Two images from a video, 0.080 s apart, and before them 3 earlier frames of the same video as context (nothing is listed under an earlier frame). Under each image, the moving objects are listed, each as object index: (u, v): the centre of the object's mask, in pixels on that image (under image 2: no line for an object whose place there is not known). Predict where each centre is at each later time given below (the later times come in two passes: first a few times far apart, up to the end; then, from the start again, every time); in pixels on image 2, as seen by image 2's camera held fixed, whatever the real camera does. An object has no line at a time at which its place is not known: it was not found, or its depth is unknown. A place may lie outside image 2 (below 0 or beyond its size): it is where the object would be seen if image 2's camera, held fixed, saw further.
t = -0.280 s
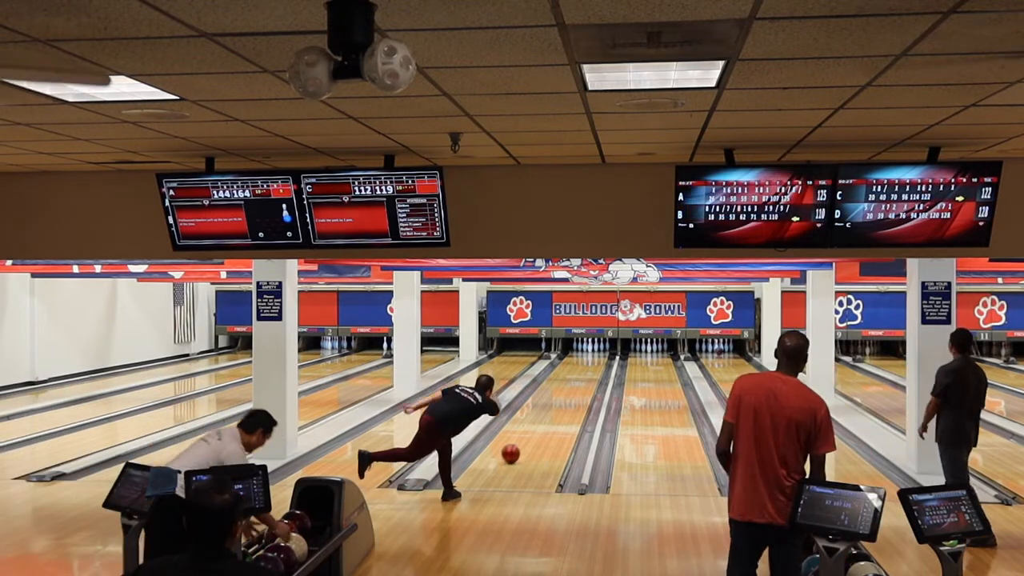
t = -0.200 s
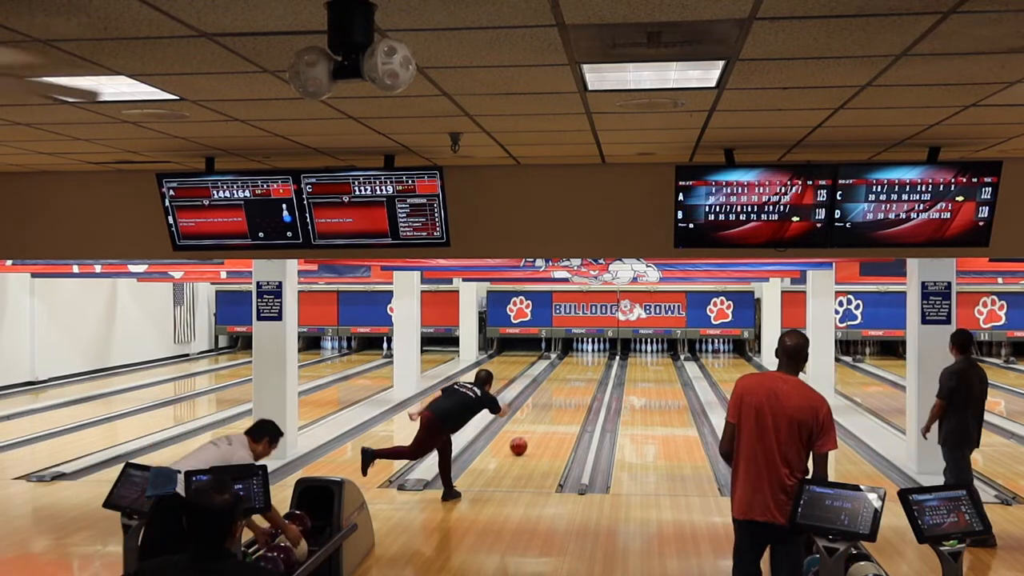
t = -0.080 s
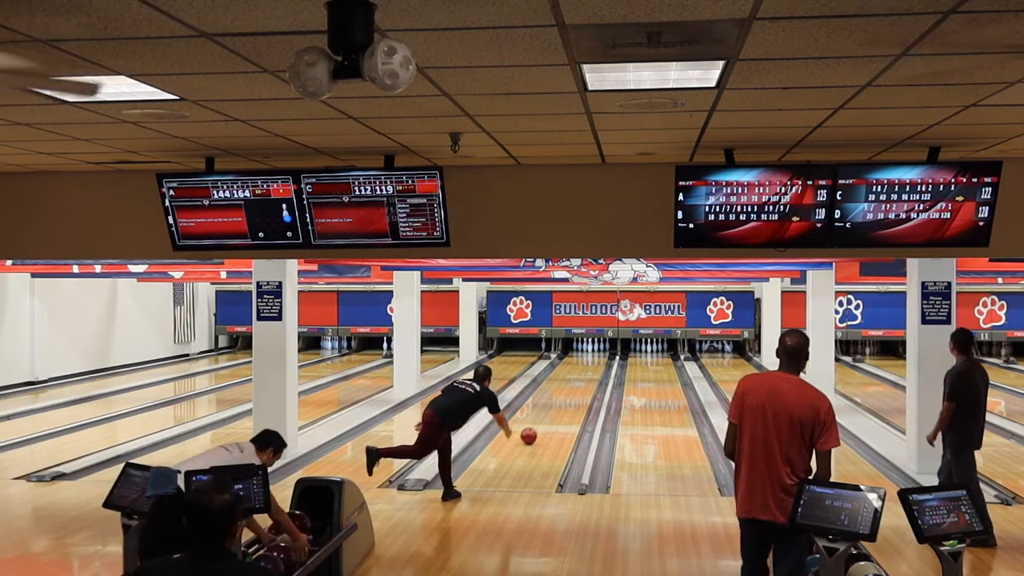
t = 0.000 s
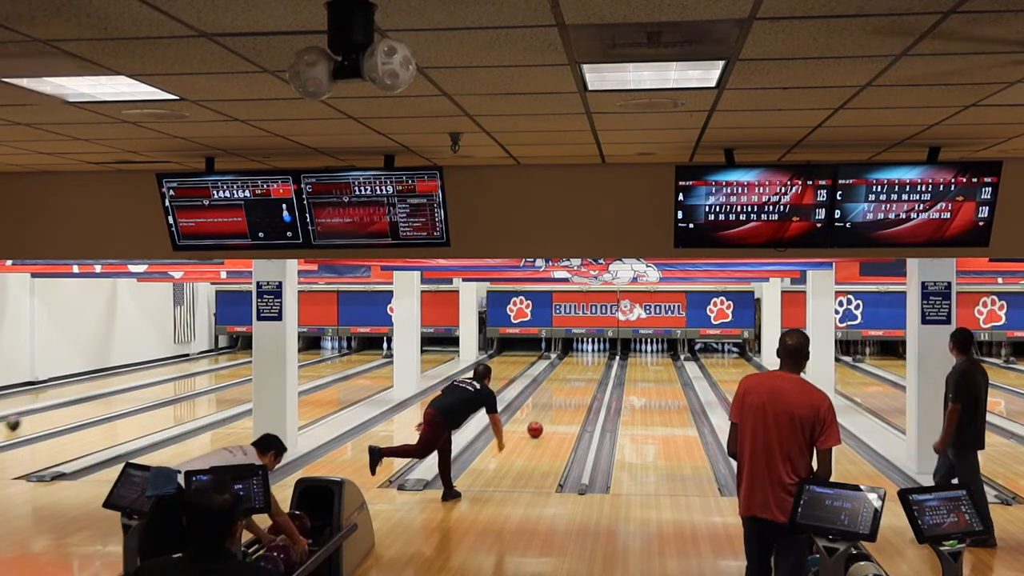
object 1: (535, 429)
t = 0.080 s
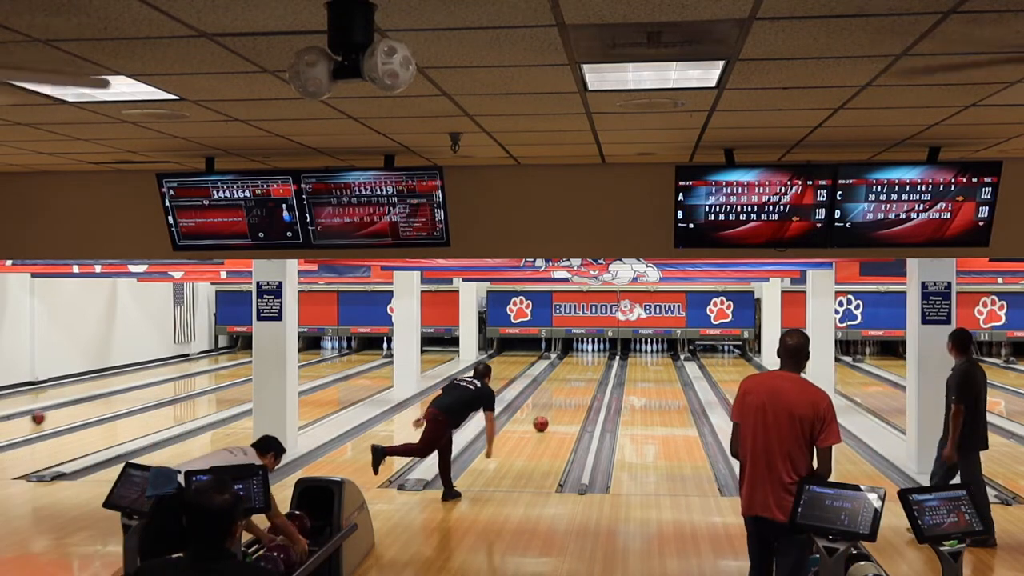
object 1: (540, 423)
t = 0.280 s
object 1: (553, 410)
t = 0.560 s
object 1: (566, 396)
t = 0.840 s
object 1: (577, 385)
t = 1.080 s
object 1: (584, 376)
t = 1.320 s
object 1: (589, 369)
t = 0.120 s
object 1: (543, 421)
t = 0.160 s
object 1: (546, 418)
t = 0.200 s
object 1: (548, 416)
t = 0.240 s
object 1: (550, 413)
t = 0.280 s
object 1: (553, 410)
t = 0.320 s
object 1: (555, 409)
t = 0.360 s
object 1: (557, 406)
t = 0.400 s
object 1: (559, 404)
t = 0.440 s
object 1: (561, 402)
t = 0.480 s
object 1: (563, 400)
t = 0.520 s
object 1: (565, 398)
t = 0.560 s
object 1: (566, 396)
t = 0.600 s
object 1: (568, 394)
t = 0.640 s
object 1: (570, 393)
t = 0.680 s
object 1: (571, 391)
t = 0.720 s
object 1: (573, 389)
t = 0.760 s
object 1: (574, 387)
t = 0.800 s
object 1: (576, 386)
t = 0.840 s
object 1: (577, 385)
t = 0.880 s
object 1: (578, 383)
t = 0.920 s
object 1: (580, 381)
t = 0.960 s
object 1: (581, 380)
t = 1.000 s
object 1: (582, 379)
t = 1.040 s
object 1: (583, 377)
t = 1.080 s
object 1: (584, 376)
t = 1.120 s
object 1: (585, 375)
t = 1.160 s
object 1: (586, 373)
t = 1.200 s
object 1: (587, 373)
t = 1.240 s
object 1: (587, 372)
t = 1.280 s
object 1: (588, 370)
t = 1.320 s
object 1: (589, 369)
